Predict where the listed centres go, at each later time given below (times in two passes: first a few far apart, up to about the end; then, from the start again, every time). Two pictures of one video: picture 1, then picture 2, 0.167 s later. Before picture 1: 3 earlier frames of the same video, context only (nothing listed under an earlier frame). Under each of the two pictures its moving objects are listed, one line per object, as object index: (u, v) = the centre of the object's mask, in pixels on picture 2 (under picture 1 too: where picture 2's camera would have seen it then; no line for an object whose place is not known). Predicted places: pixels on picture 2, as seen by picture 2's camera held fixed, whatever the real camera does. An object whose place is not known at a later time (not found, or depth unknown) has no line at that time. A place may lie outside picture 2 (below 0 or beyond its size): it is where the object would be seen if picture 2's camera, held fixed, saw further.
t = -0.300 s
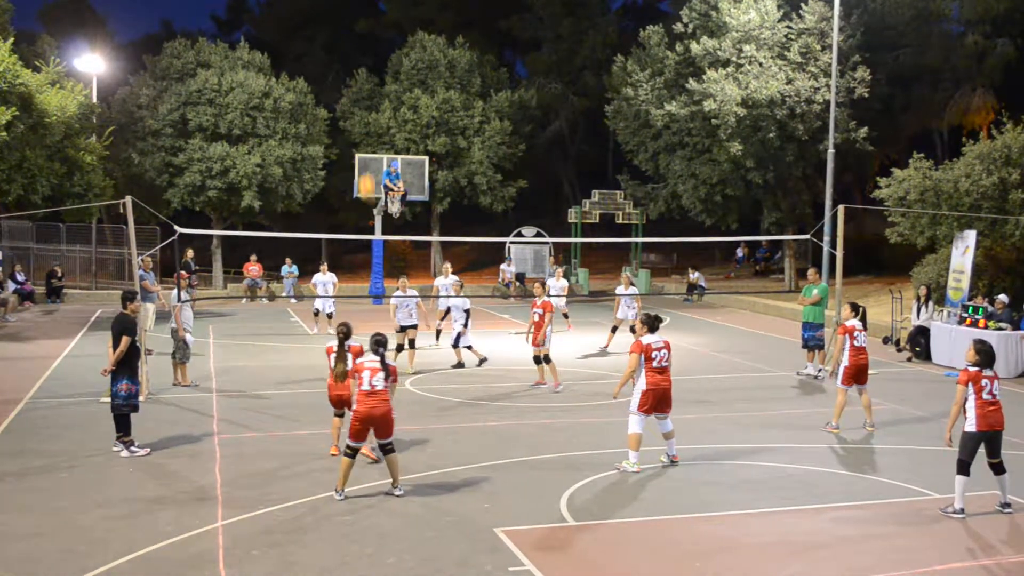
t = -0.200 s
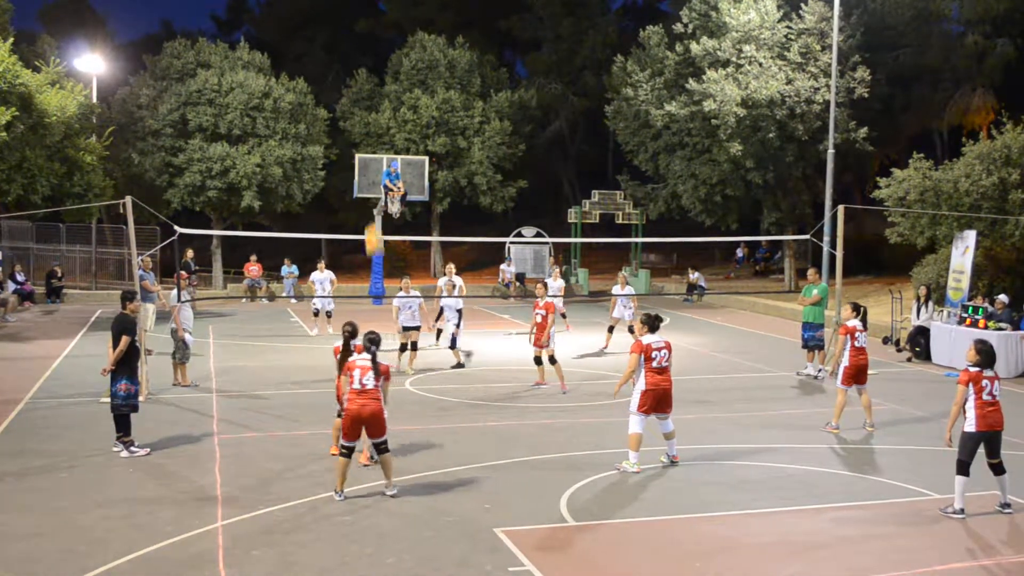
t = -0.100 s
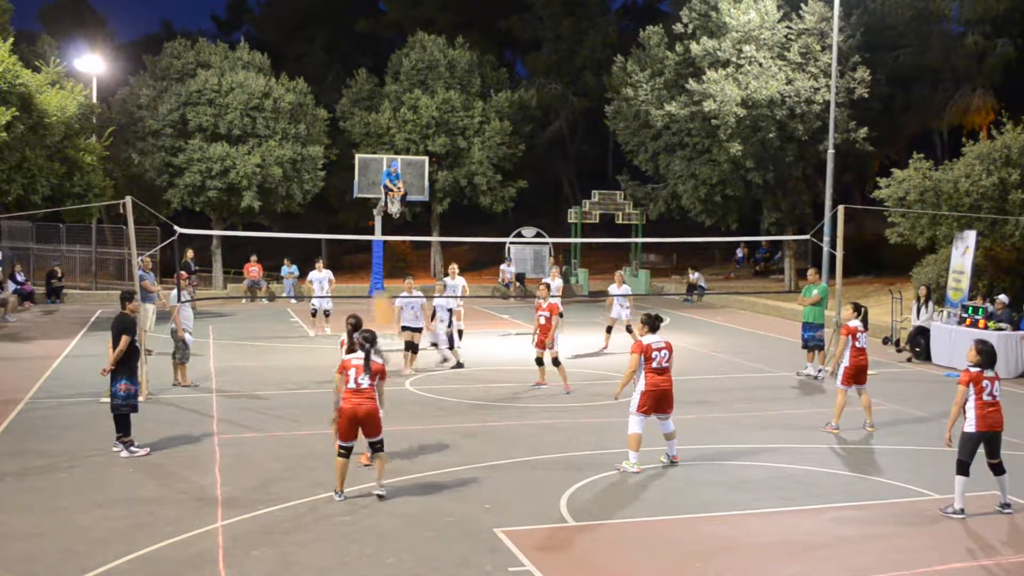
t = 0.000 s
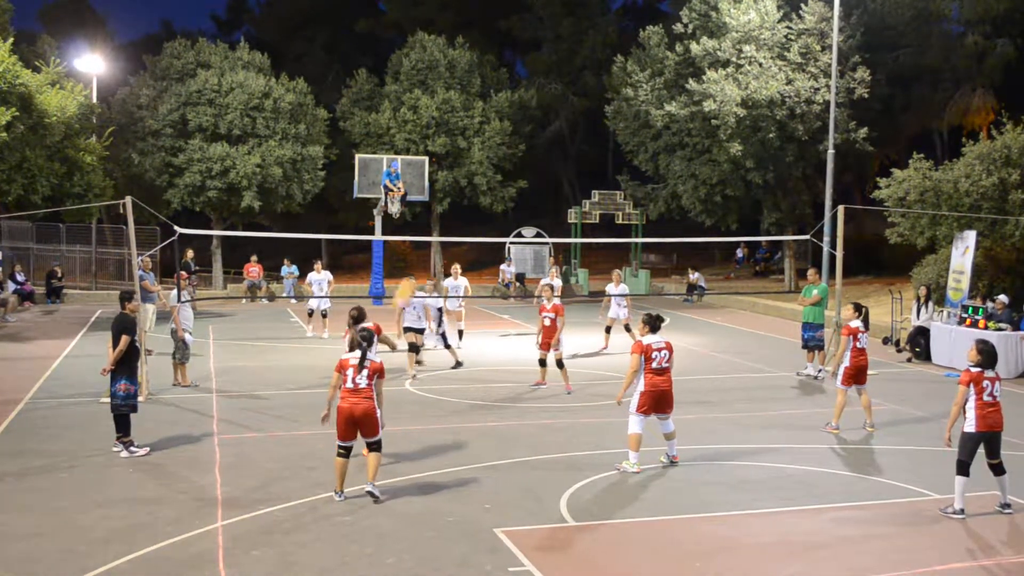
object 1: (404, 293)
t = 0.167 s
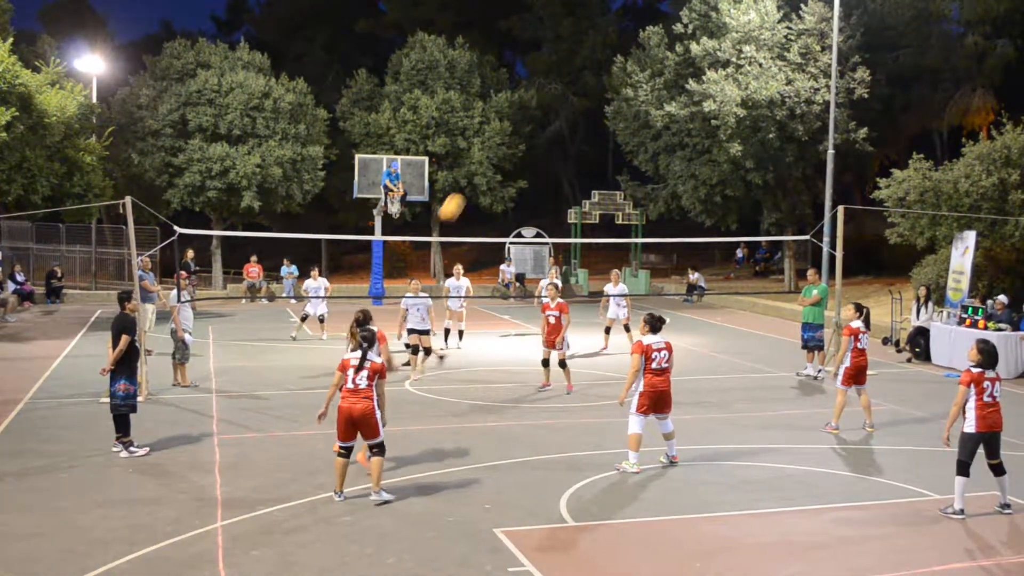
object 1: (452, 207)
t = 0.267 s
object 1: (479, 169)
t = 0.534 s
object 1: (548, 114)
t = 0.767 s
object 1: (602, 117)
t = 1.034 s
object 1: (655, 172)
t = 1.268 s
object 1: (695, 260)
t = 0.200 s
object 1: (461, 194)
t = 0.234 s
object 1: (470, 181)
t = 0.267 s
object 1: (479, 169)
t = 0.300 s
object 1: (489, 158)
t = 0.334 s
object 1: (497, 149)
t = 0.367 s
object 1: (506, 141)
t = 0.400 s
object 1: (515, 133)
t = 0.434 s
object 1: (523, 126)
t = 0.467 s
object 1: (531, 122)
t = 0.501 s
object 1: (540, 117)
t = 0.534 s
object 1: (548, 114)
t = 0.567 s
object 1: (556, 112)
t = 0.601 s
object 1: (564, 110)
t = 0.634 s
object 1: (571, 110)
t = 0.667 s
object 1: (579, 110)
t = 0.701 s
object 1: (587, 112)
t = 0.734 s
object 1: (594, 114)
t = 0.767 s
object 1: (602, 117)
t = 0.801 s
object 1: (608, 121)
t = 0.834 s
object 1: (615, 125)
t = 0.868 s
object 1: (622, 131)
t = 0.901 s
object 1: (629, 138)
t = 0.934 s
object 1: (635, 145)
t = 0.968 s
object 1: (642, 154)
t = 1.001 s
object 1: (648, 162)
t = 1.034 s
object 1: (655, 172)
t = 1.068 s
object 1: (661, 182)
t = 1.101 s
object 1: (667, 194)
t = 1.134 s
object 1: (673, 206)
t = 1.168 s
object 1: (679, 219)
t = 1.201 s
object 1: (684, 230)
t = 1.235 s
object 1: (690, 246)
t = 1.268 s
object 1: (695, 260)
